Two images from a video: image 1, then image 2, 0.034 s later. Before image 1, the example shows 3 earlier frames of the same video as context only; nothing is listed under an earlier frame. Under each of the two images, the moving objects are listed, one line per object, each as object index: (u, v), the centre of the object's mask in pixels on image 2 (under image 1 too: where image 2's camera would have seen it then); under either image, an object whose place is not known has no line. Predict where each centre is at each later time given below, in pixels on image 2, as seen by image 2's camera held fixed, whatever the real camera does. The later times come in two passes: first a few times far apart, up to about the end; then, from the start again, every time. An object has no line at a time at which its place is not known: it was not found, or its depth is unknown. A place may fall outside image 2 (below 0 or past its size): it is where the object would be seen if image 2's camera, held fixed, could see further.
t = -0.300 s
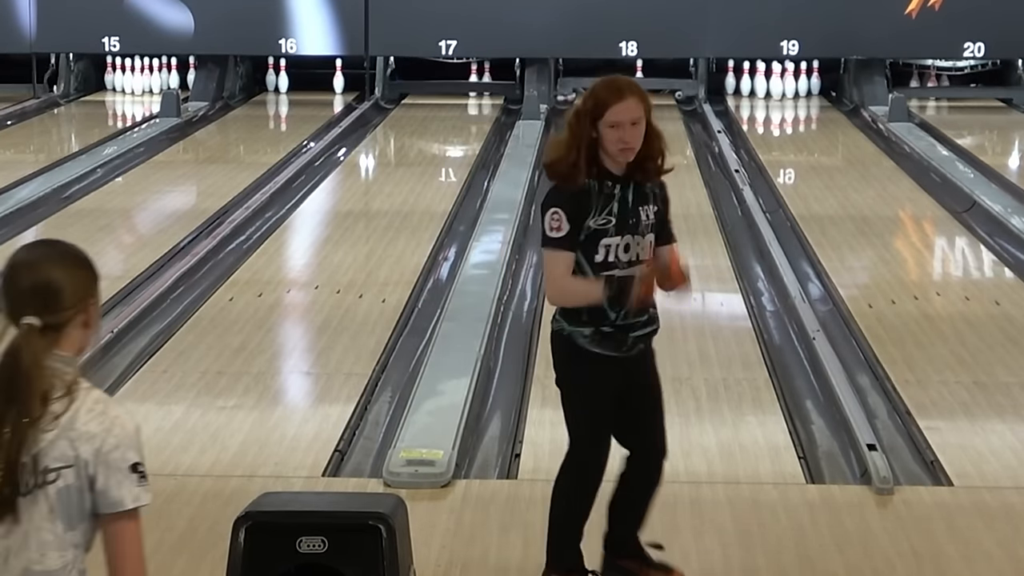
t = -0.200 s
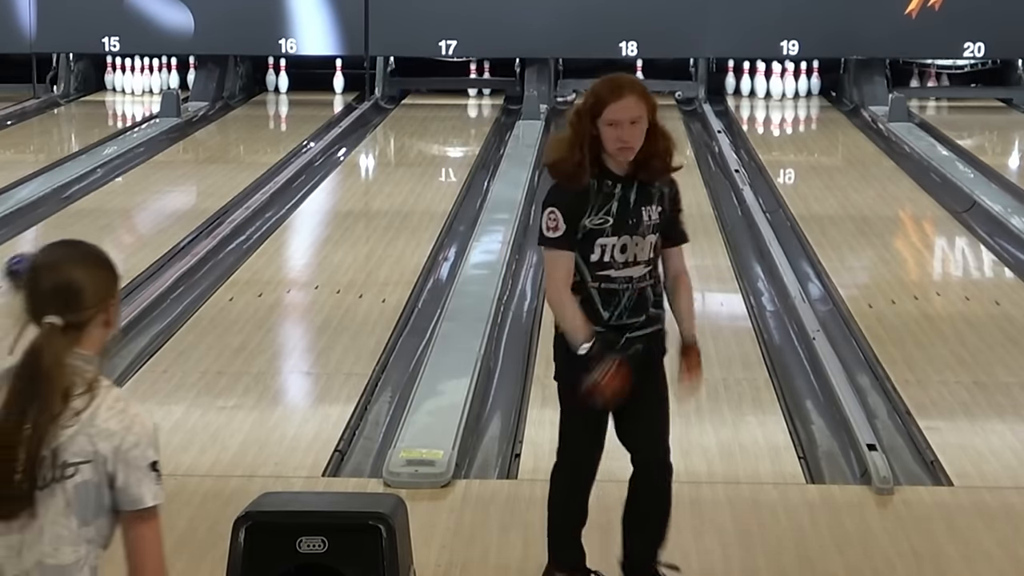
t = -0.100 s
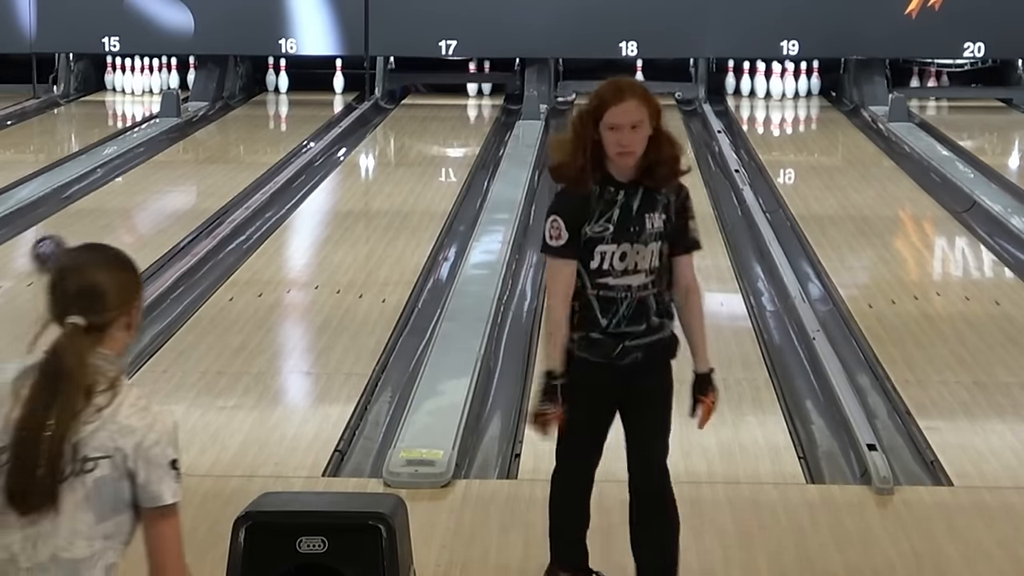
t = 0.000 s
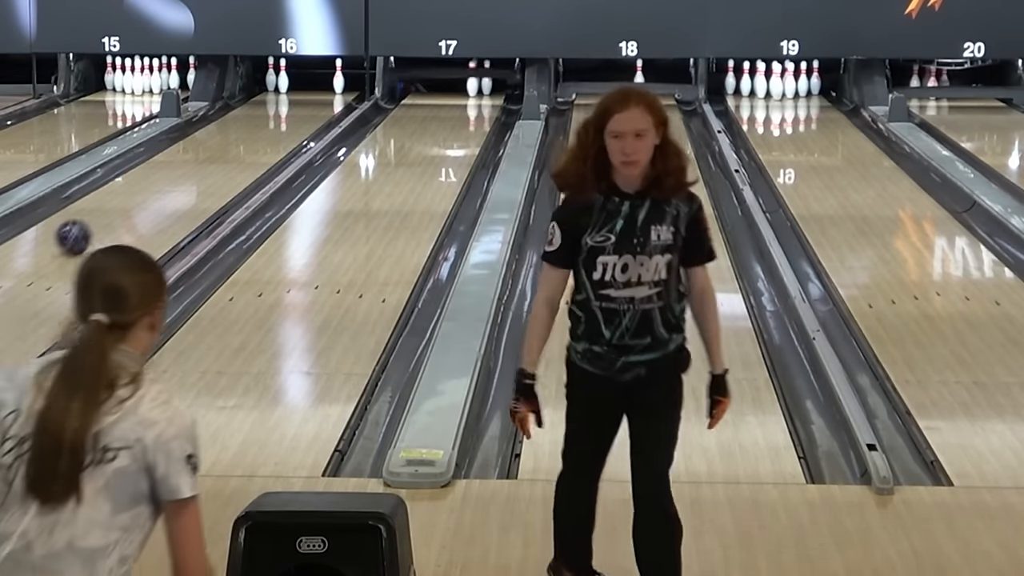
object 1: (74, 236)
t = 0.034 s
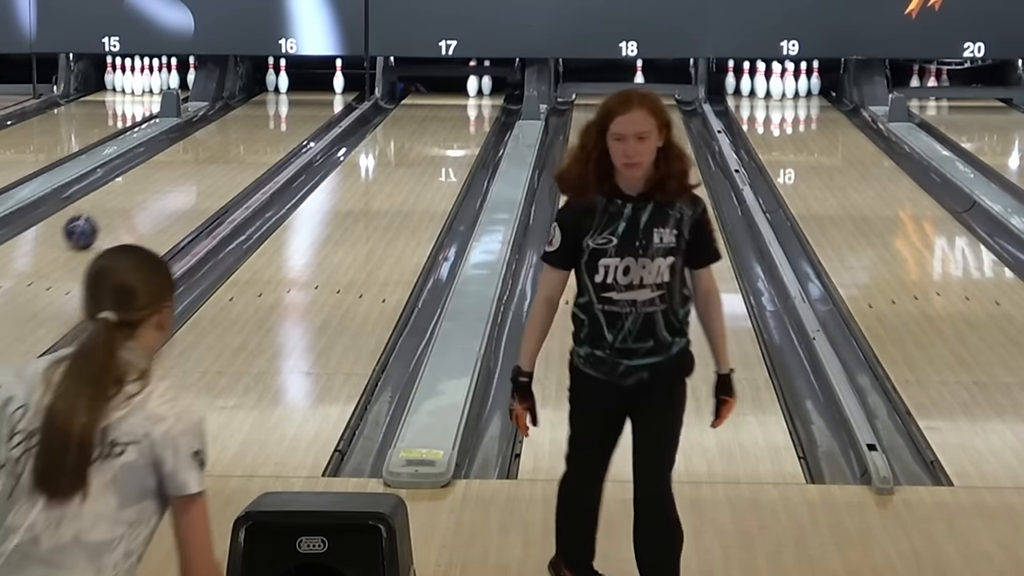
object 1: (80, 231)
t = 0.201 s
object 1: (114, 208)
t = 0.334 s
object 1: (138, 191)
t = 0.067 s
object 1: (87, 227)
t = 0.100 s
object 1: (94, 222)
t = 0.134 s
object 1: (101, 217)
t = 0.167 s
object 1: (108, 212)
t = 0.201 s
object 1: (114, 208)
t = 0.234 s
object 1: (120, 204)
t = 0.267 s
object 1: (126, 199)
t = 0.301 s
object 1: (132, 195)
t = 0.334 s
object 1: (138, 191)
